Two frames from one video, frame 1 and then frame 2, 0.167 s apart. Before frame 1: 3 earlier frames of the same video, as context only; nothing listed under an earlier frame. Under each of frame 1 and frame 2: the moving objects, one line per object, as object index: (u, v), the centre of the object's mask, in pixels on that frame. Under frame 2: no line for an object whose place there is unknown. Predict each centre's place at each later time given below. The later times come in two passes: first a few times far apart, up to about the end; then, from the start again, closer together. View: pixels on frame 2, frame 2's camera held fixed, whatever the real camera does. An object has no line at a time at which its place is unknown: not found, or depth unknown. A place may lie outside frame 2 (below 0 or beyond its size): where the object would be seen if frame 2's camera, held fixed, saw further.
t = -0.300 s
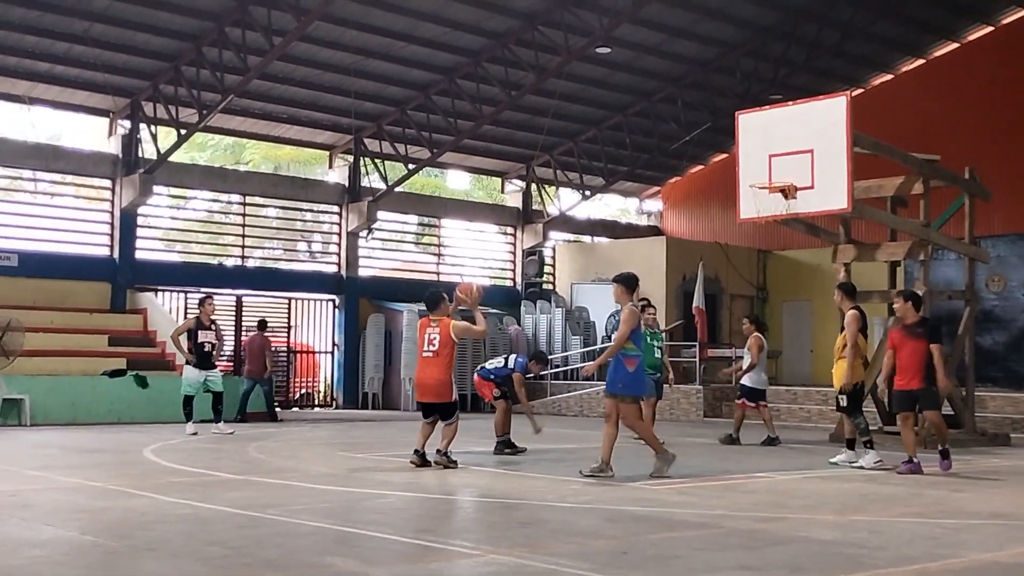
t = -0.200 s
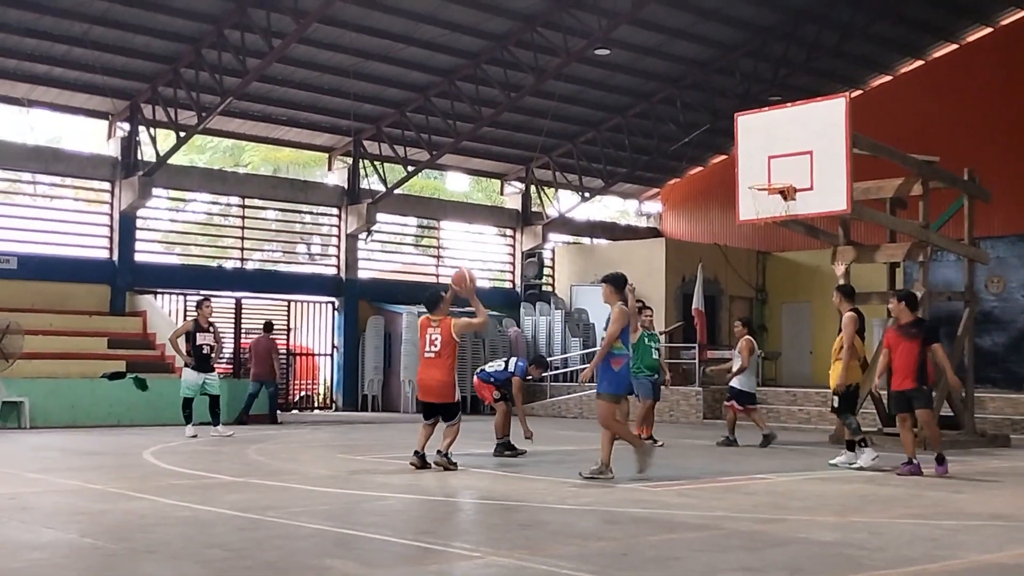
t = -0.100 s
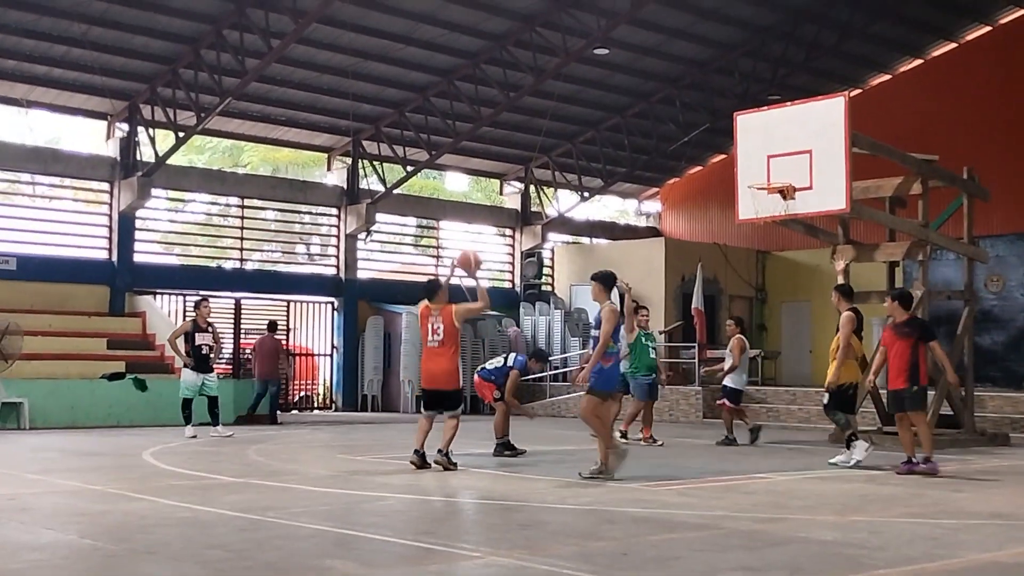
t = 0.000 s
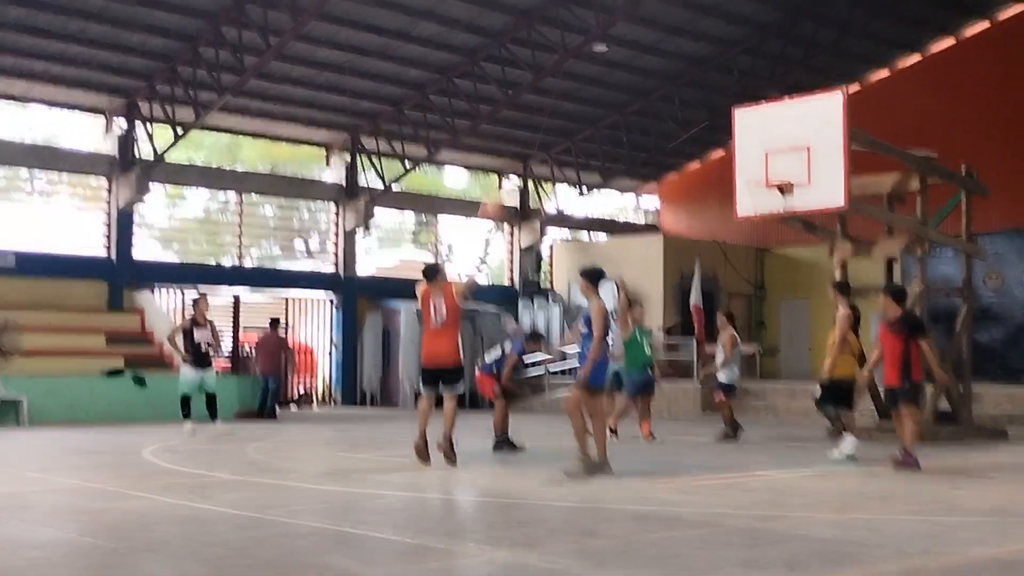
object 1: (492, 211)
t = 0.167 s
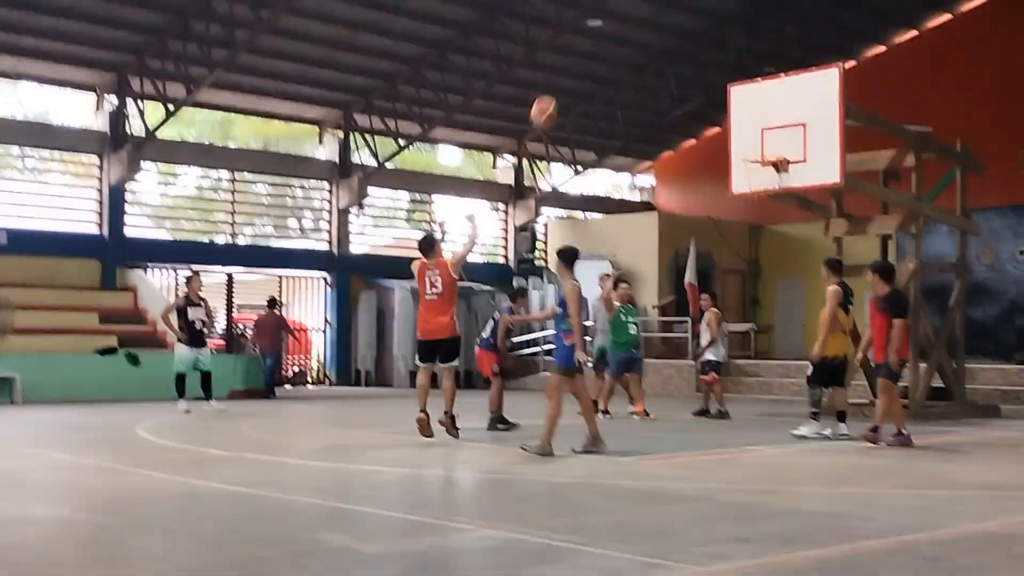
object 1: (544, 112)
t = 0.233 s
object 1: (565, 91)
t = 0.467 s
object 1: (636, 56)
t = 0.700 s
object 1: (699, 72)
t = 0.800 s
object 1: (722, 92)
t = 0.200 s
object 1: (554, 101)
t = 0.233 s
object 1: (565, 91)
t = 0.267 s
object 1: (576, 82)
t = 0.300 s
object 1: (587, 75)
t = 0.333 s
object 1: (597, 68)
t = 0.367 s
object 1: (607, 64)
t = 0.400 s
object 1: (617, 59)
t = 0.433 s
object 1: (627, 57)
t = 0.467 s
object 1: (636, 56)
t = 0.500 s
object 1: (646, 57)
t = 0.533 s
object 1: (655, 59)
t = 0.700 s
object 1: (699, 72)
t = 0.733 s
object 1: (707, 77)
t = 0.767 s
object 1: (715, 85)
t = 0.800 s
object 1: (722, 92)
